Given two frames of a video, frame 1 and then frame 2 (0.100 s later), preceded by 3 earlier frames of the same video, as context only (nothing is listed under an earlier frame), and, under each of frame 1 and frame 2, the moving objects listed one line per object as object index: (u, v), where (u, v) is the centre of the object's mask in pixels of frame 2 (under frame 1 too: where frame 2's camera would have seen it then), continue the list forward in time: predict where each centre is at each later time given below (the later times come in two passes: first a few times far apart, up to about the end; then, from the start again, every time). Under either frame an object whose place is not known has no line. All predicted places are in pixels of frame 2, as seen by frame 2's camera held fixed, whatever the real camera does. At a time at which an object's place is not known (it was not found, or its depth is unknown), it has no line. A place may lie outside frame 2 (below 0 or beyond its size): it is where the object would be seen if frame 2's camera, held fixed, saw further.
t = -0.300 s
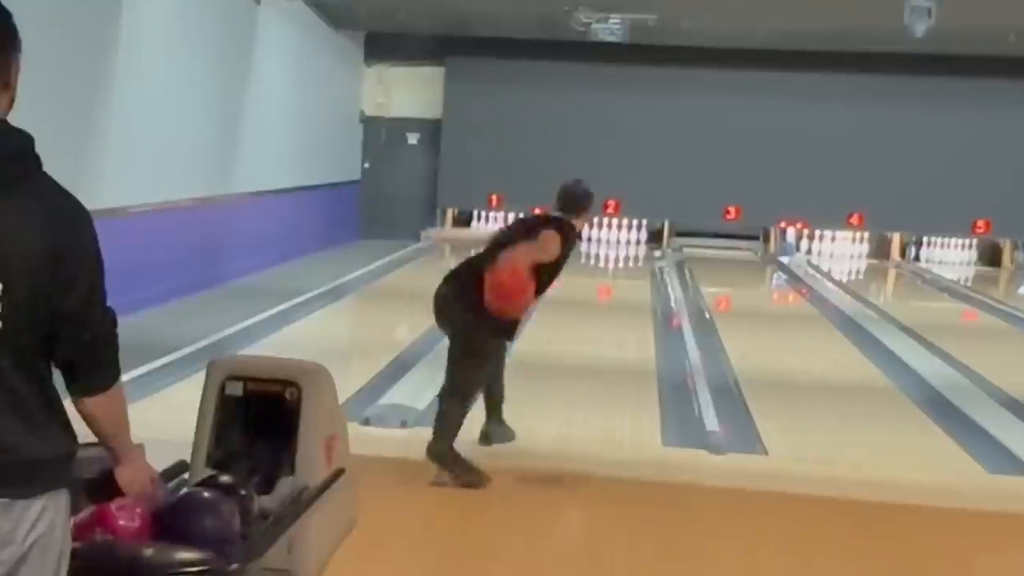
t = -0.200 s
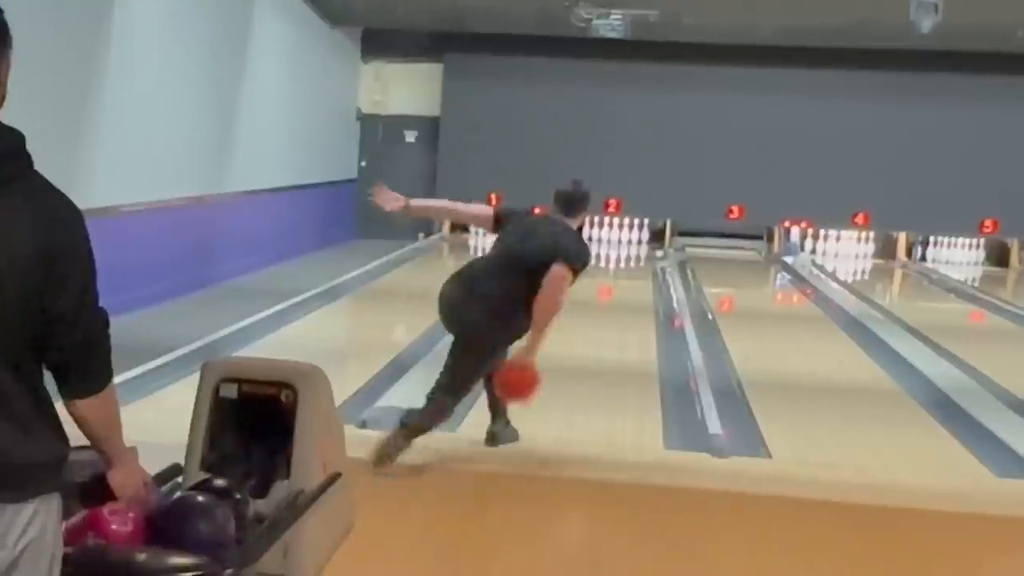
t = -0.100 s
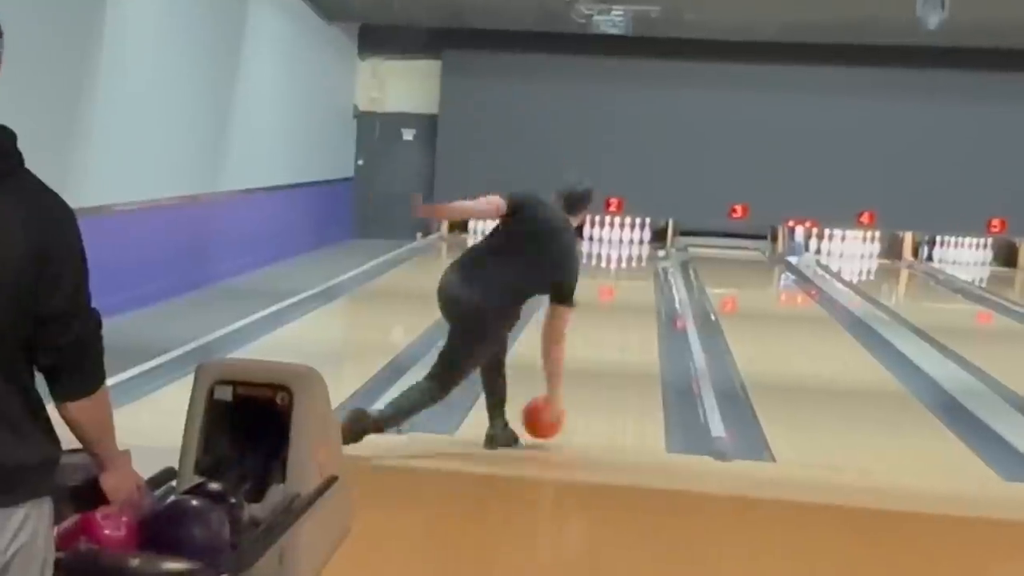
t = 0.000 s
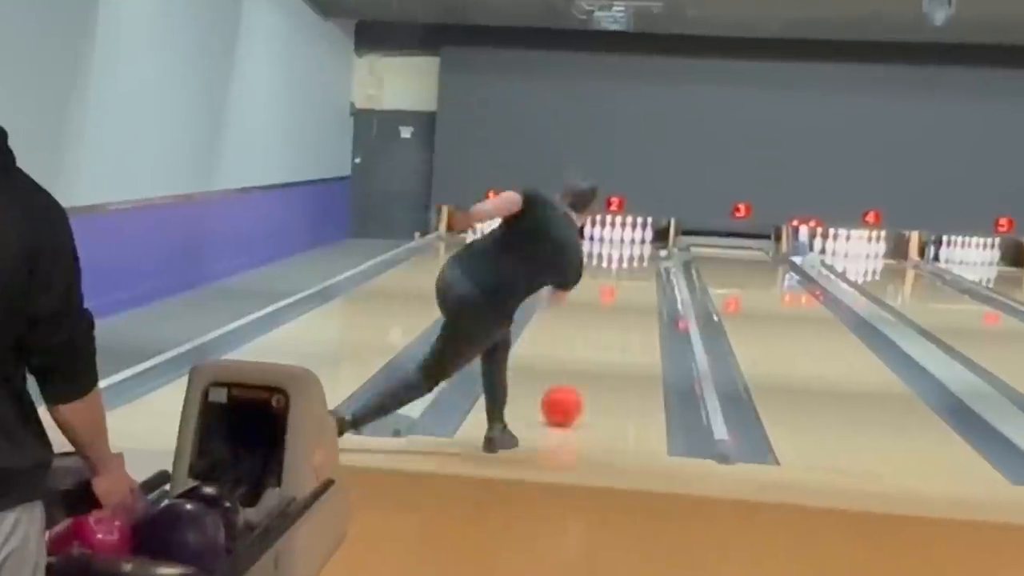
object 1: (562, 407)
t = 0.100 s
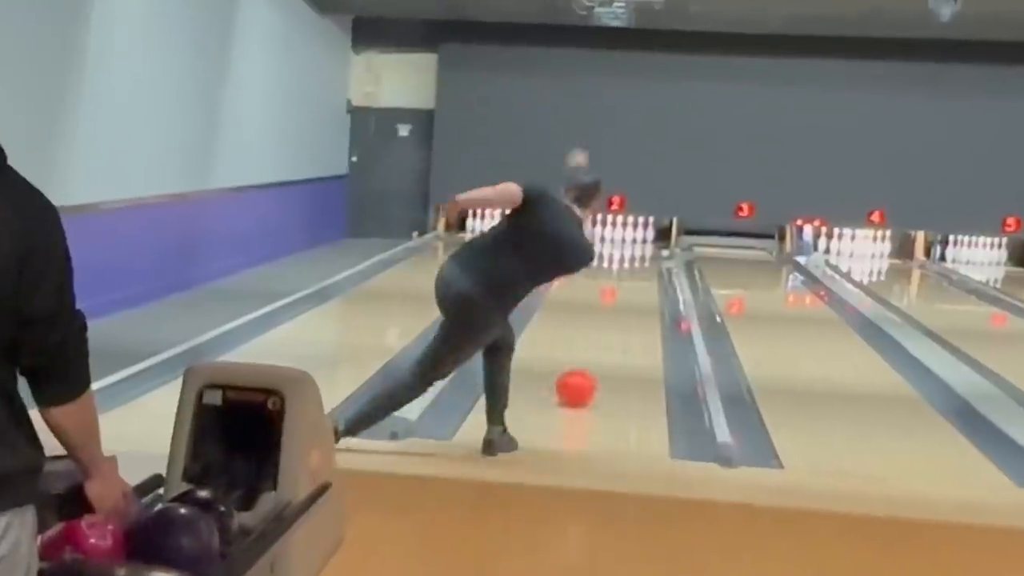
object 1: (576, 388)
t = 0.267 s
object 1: (594, 362)
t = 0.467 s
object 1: (610, 336)
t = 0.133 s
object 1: (580, 383)
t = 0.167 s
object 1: (583, 378)
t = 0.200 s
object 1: (587, 372)
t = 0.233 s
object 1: (591, 366)
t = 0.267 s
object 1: (594, 362)
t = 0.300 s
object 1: (596, 357)
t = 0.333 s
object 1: (600, 353)
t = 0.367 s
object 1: (603, 348)
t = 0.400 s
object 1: (605, 345)
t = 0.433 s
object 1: (608, 340)
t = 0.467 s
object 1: (610, 336)
